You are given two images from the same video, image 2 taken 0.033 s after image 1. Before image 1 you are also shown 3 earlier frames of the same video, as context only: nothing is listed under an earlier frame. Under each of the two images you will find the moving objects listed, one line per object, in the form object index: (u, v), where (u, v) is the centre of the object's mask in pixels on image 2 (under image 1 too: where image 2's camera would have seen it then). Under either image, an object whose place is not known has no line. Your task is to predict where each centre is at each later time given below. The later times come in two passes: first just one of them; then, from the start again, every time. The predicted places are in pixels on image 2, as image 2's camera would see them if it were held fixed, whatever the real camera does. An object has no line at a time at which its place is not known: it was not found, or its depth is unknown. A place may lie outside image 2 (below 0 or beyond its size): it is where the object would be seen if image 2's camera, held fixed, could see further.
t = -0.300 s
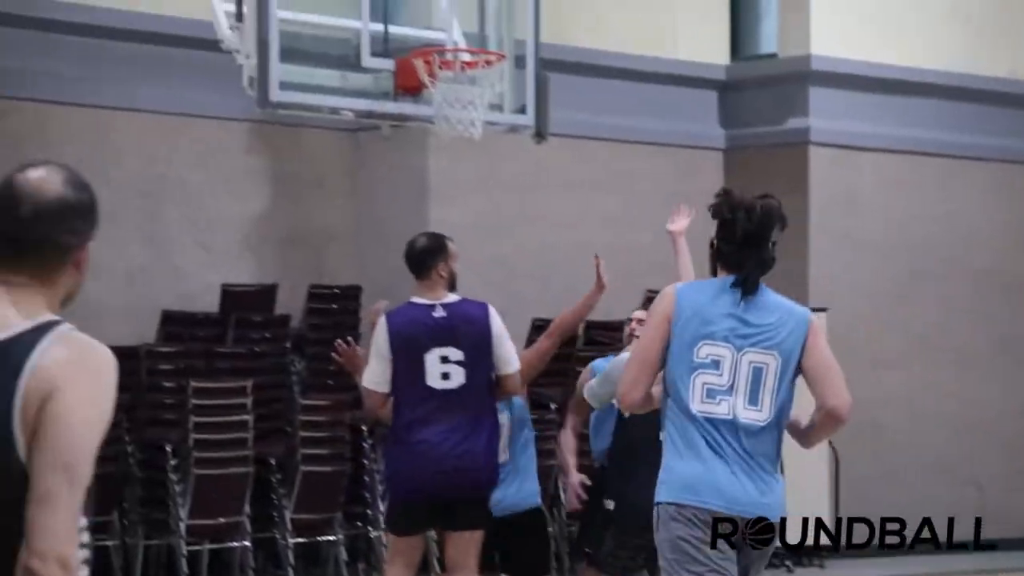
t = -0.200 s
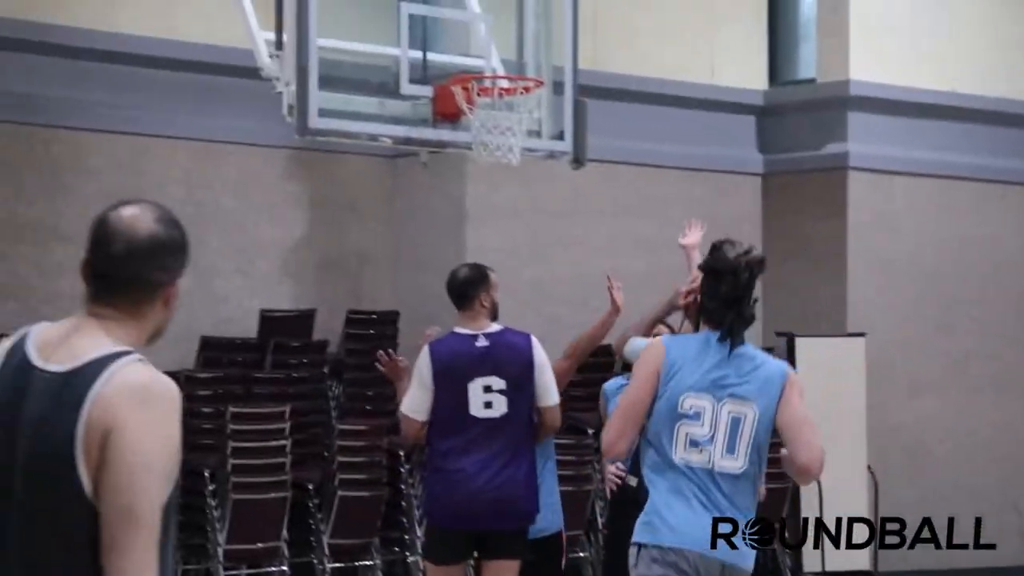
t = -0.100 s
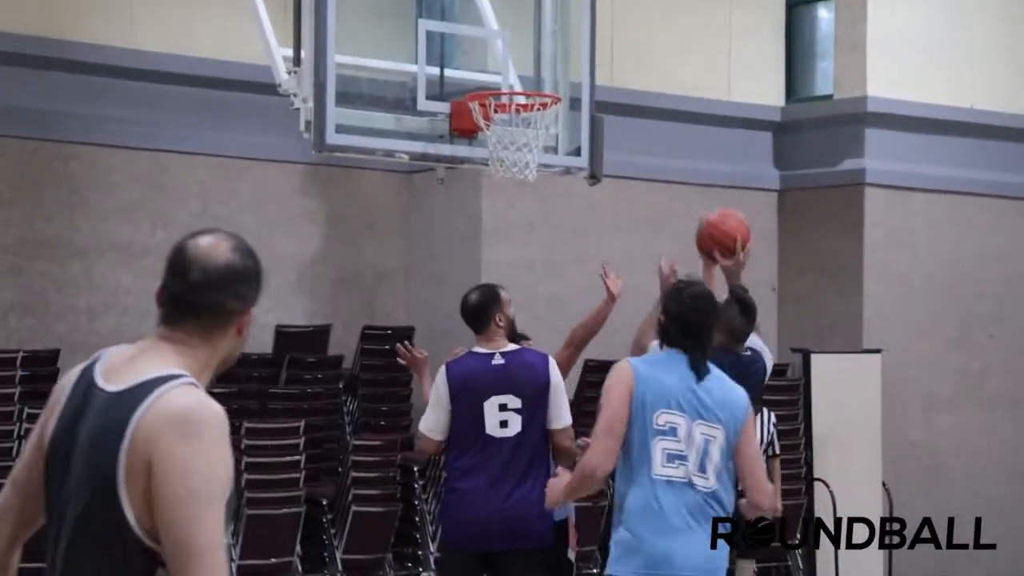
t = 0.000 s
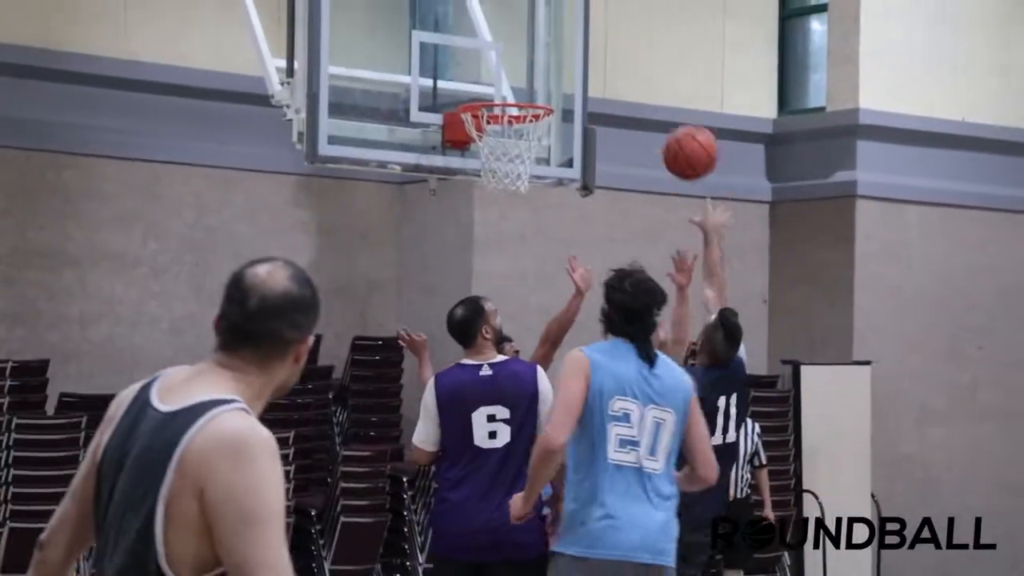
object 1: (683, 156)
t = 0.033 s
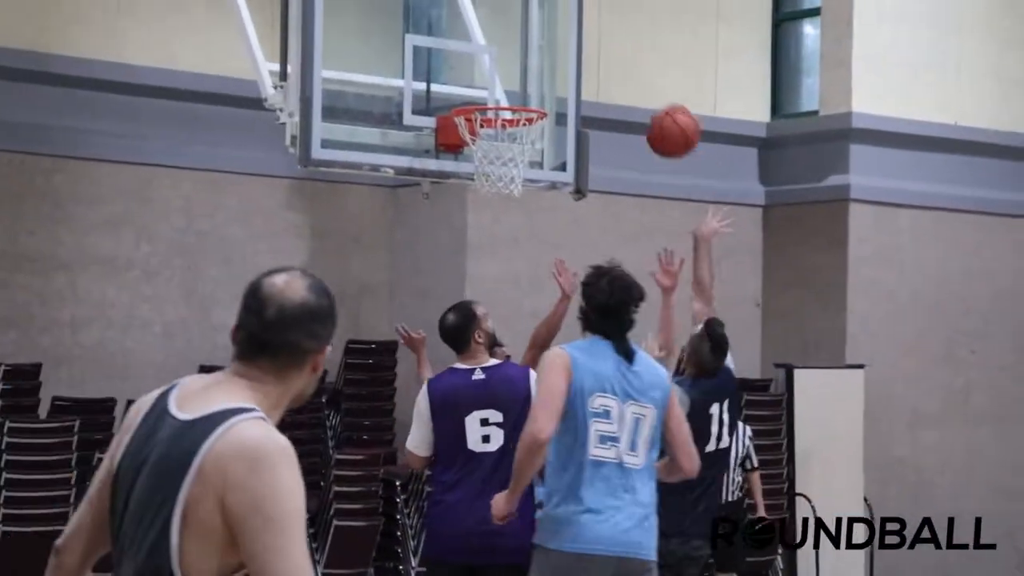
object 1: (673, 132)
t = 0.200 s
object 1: (618, 45)
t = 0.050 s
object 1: (667, 120)
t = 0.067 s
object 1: (662, 108)
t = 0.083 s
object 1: (656, 98)
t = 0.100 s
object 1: (650, 89)
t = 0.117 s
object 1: (645, 80)
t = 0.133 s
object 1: (640, 71)
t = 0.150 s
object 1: (635, 64)
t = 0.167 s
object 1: (629, 57)
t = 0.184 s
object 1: (624, 51)
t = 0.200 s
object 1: (618, 45)
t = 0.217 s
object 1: (613, 40)
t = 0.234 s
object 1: (608, 35)
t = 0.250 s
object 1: (603, 32)
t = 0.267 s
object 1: (598, 29)
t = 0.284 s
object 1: (593, 26)
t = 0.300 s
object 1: (588, 24)
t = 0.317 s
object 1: (583, 23)
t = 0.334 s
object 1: (578, 22)
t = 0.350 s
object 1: (573, 22)
